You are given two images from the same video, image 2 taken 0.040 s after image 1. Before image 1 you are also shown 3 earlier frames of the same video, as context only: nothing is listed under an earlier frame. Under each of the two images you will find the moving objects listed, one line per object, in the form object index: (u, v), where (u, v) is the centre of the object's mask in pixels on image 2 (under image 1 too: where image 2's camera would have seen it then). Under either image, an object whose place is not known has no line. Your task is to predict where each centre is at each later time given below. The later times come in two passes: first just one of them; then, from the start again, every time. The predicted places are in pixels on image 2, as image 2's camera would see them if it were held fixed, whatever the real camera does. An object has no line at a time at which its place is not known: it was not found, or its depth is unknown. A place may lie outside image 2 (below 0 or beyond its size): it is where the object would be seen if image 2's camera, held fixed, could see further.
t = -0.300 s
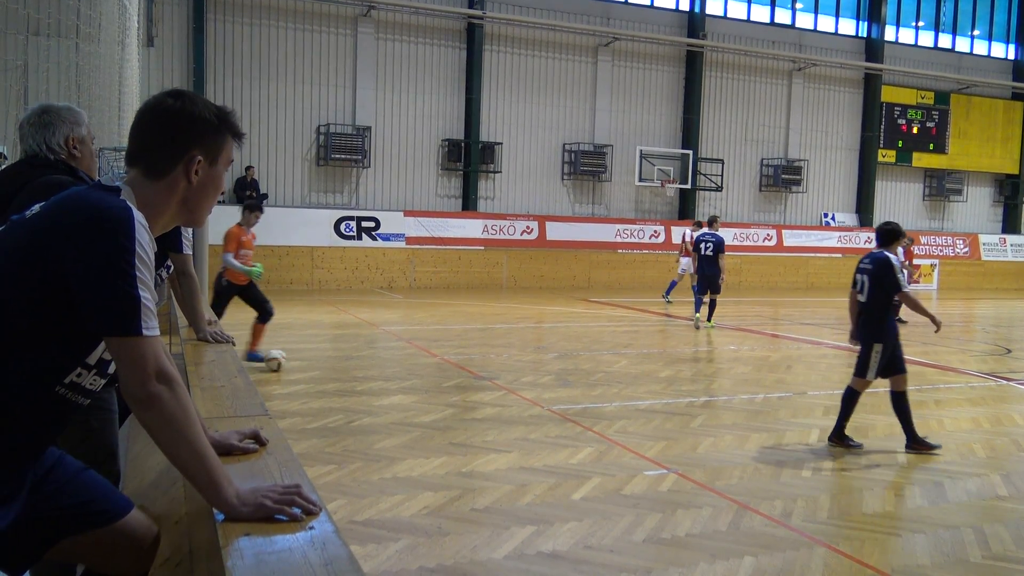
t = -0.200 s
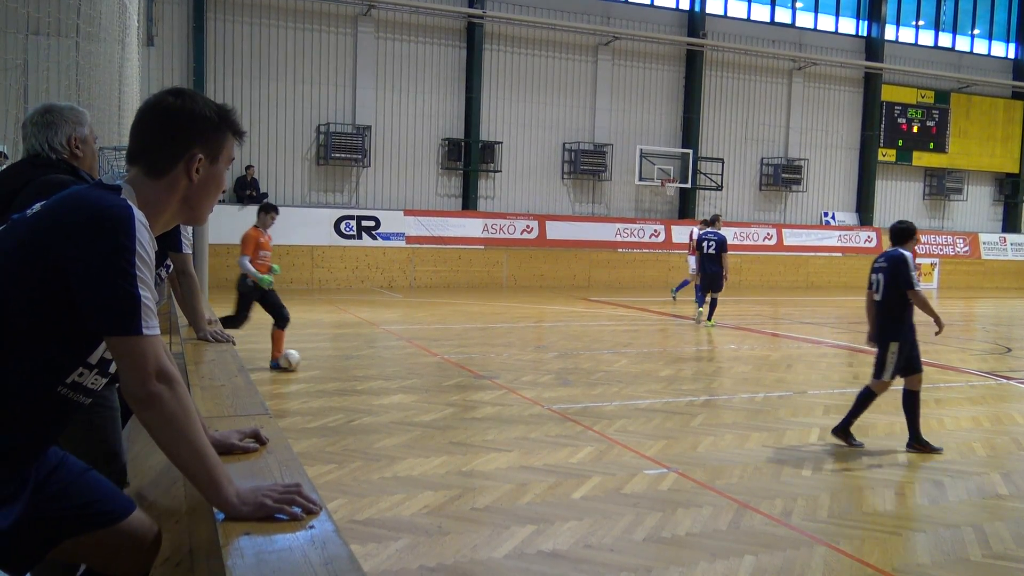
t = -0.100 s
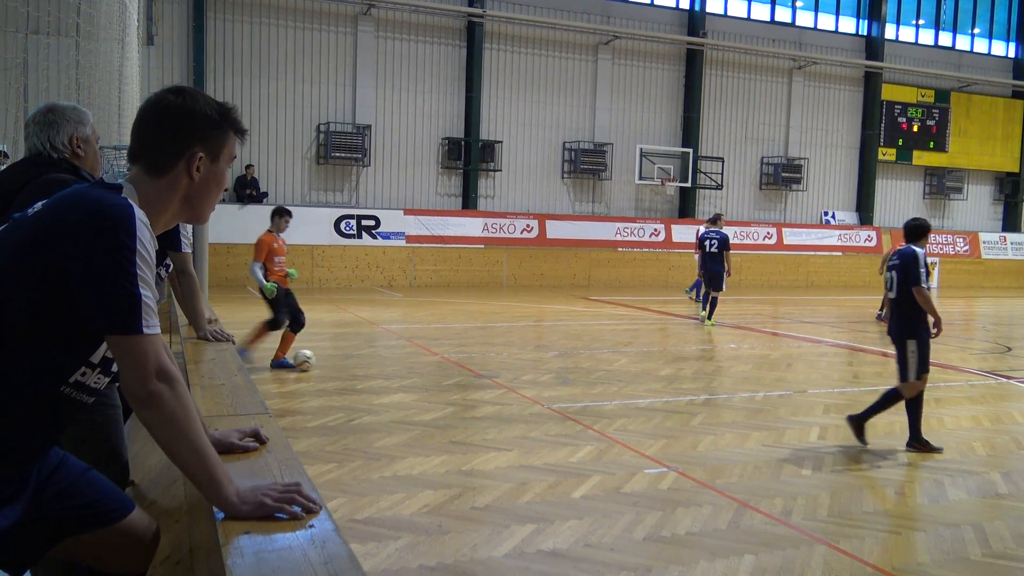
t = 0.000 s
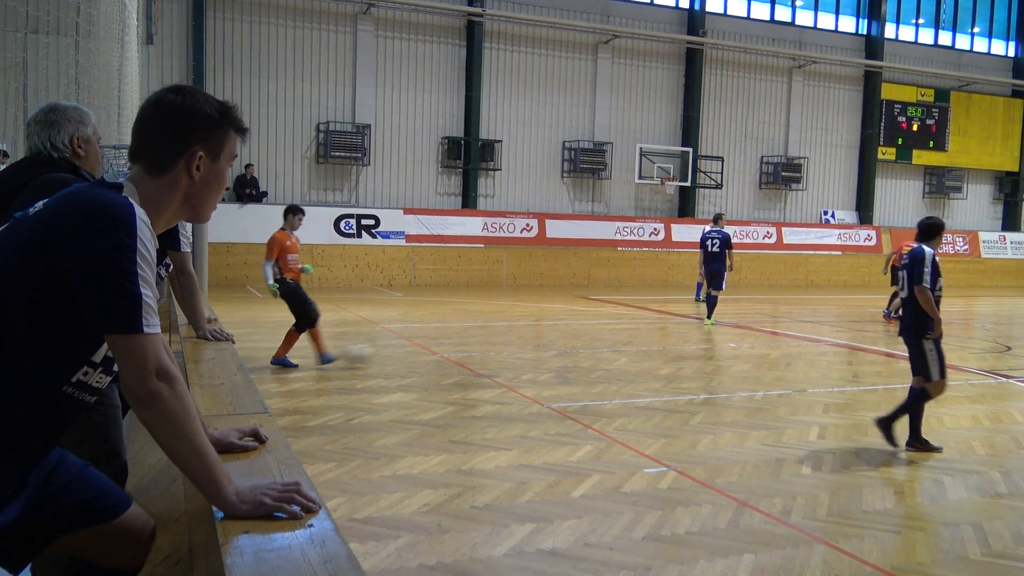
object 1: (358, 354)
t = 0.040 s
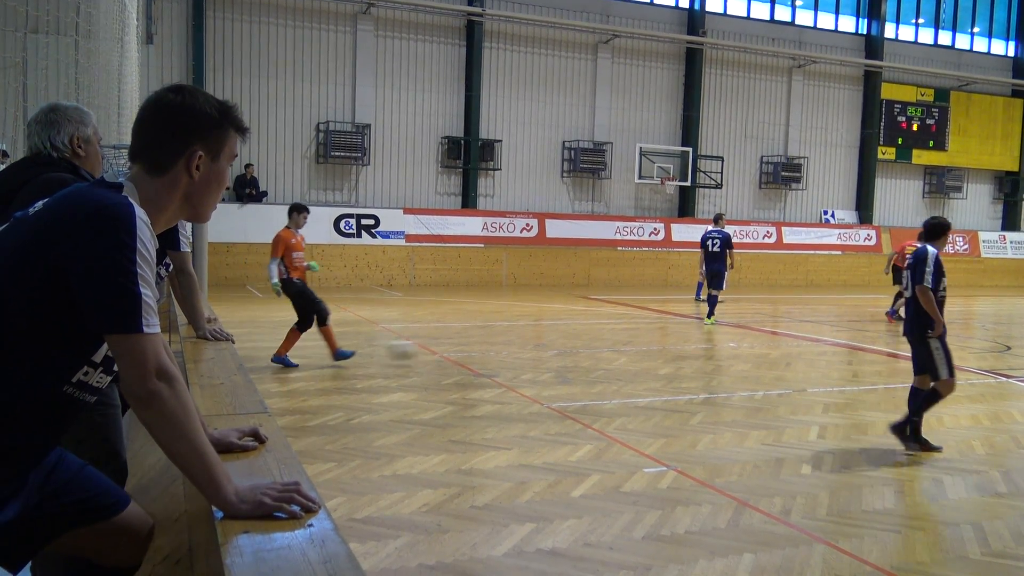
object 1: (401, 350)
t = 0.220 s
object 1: (578, 349)
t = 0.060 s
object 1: (423, 349)
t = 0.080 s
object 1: (446, 348)
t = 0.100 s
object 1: (466, 348)
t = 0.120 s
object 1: (485, 347)
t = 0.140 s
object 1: (507, 347)
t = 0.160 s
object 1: (527, 347)
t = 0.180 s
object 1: (543, 349)
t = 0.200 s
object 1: (562, 349)
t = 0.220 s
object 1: (578, 349)
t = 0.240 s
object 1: (593, 346)
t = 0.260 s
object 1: (608, 343)
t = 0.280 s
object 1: (621, 342)
